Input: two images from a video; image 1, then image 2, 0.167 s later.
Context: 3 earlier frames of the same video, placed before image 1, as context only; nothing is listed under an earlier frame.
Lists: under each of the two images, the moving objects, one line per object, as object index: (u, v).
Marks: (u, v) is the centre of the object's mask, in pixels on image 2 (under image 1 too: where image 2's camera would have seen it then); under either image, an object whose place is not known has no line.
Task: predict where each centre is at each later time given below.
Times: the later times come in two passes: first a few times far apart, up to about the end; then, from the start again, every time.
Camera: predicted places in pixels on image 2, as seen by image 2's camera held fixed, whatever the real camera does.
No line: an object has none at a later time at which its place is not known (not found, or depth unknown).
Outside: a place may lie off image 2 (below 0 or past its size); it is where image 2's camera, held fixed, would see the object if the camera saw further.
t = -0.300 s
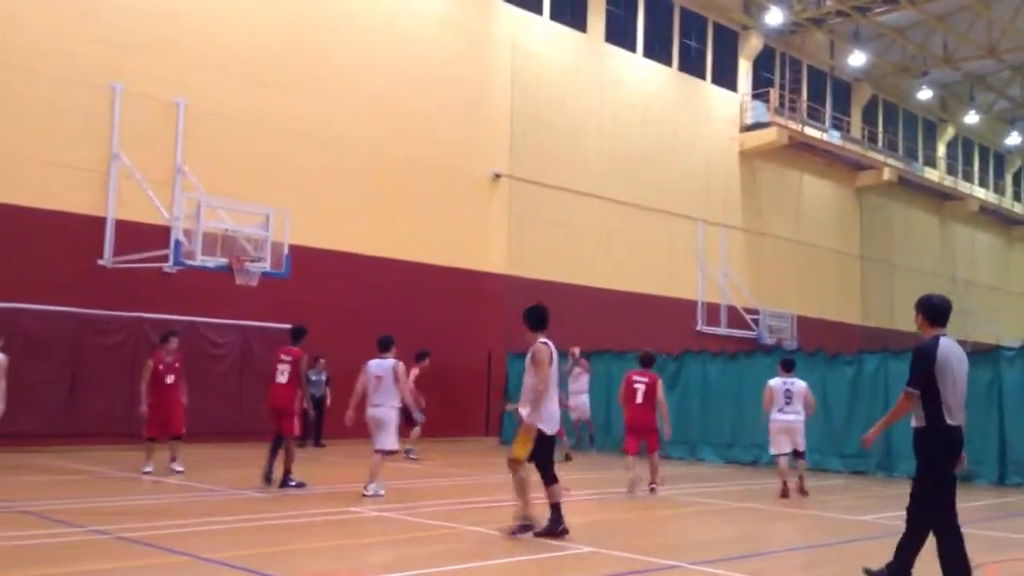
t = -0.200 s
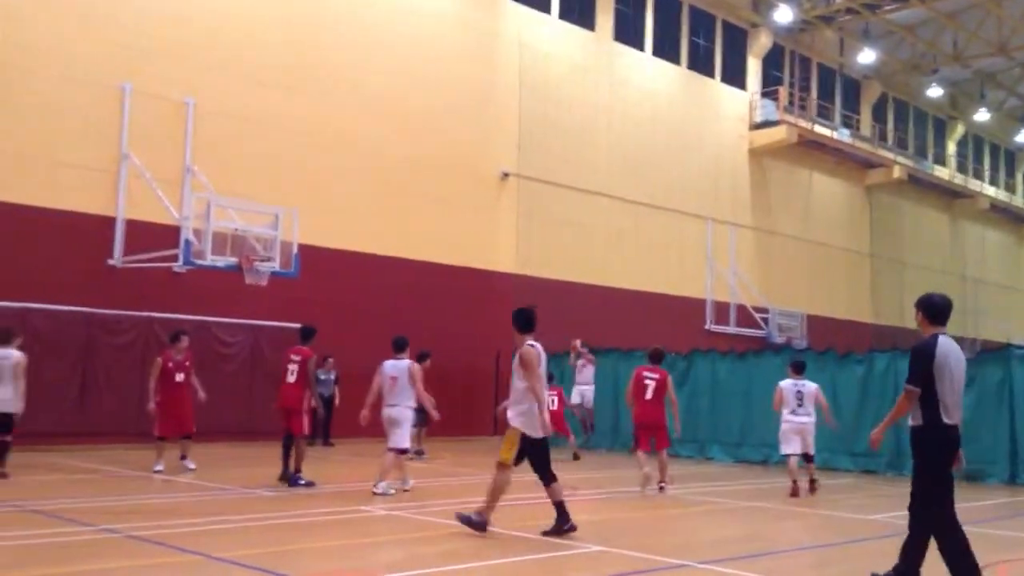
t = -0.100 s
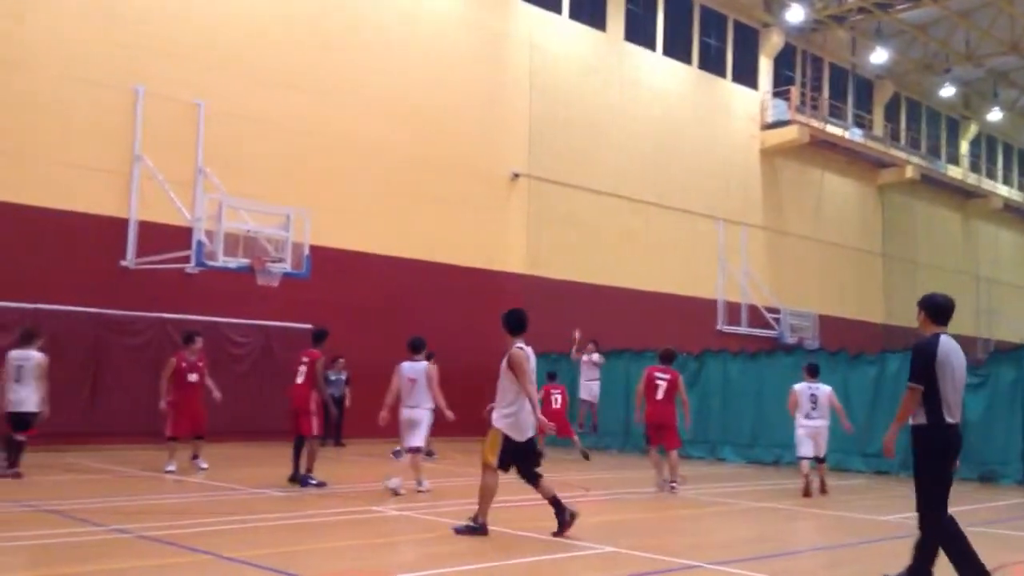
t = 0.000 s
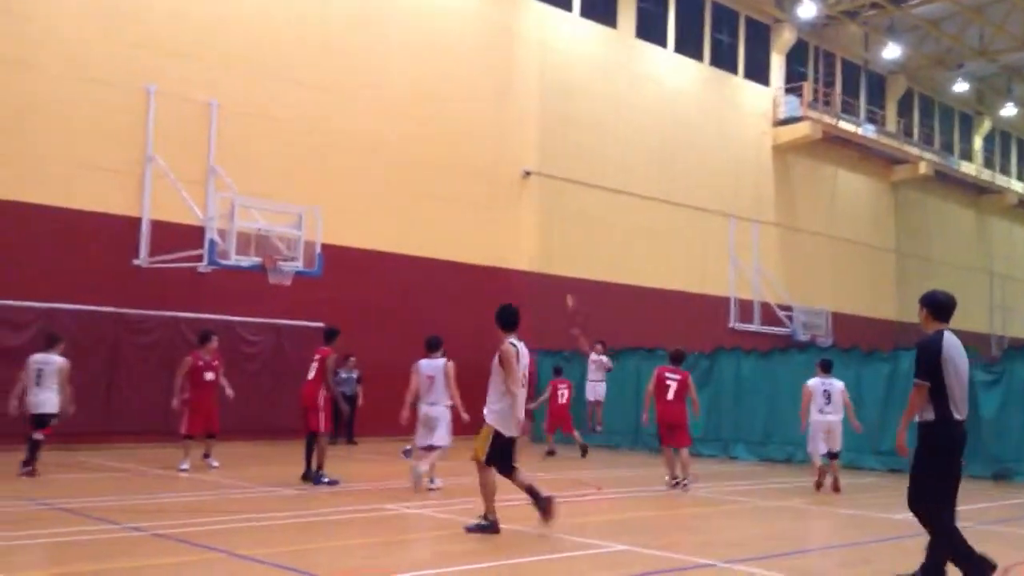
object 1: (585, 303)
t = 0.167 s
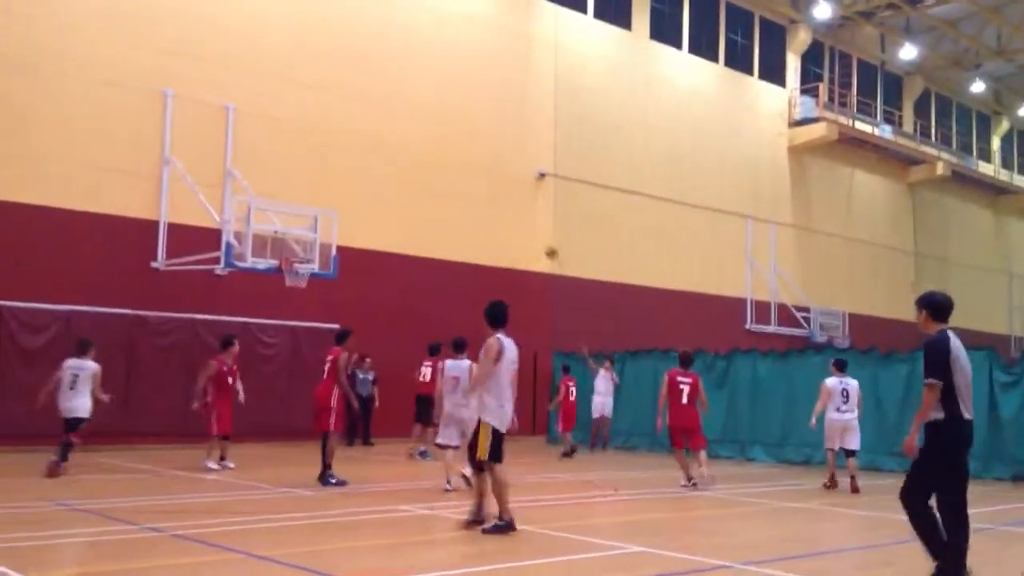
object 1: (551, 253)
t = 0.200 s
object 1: (543, 243)
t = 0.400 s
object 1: (499, 201)
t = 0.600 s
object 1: (452, 179)
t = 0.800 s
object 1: (401, 181)
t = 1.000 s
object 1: (346, 203)
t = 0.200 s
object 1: (543, 243)
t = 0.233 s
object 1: (537, 236)
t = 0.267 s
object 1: (530, 229)
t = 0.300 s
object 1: (522, 221)
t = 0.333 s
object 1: (515, 215)
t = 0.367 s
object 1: (508, 208)
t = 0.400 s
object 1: (499, 201)
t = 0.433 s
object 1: (492, 197)
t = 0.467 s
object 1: (484, 193)
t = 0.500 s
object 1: (476, 189)
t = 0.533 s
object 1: (468, 186)
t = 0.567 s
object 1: (460, 182)
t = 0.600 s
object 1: (452, 179)
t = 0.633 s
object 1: (443, 179)
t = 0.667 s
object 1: (436, 177)
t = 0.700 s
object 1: (427, 178)
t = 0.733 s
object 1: (418, 178)
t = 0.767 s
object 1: (410, 179)
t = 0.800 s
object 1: (401, 181)
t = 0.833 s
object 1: (392, 182)
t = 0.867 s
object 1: (384, 185)
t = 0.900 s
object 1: (375, 189)
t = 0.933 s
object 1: (366, 193)
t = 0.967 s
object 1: (356, 198)
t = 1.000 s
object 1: (346, 203)
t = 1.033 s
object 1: (337, 210)
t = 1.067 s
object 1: (326, 217)
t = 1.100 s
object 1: (317, 225)
